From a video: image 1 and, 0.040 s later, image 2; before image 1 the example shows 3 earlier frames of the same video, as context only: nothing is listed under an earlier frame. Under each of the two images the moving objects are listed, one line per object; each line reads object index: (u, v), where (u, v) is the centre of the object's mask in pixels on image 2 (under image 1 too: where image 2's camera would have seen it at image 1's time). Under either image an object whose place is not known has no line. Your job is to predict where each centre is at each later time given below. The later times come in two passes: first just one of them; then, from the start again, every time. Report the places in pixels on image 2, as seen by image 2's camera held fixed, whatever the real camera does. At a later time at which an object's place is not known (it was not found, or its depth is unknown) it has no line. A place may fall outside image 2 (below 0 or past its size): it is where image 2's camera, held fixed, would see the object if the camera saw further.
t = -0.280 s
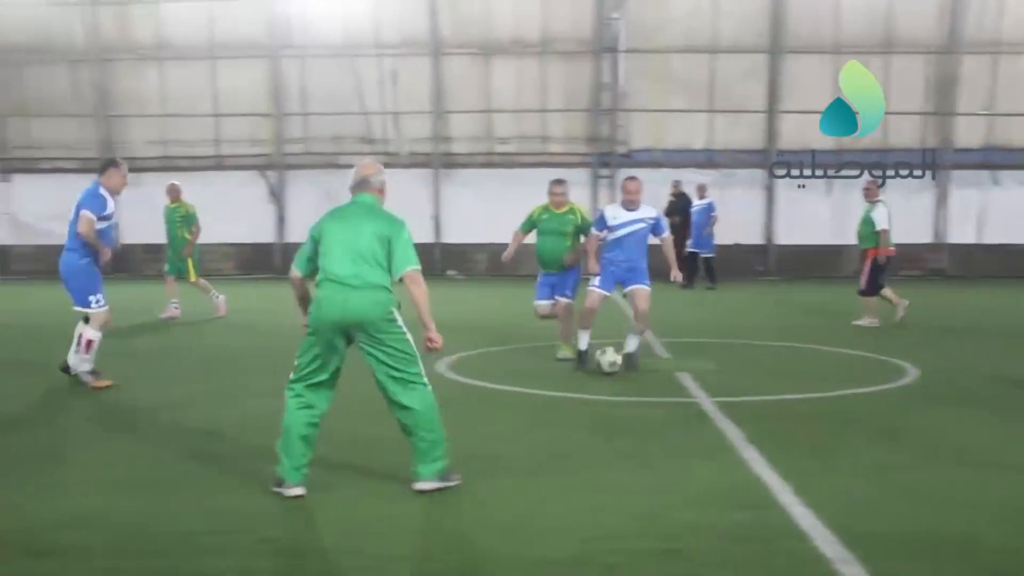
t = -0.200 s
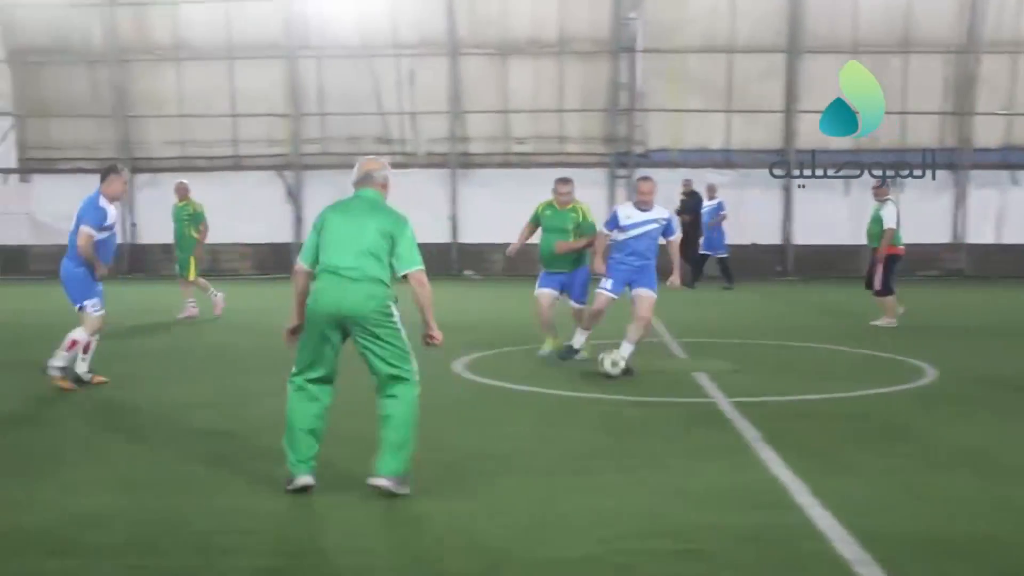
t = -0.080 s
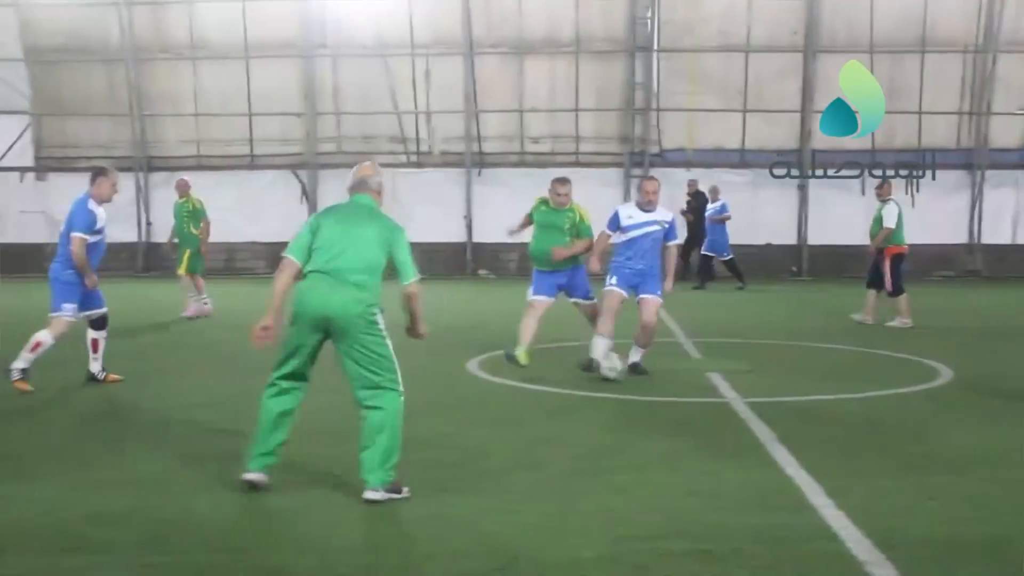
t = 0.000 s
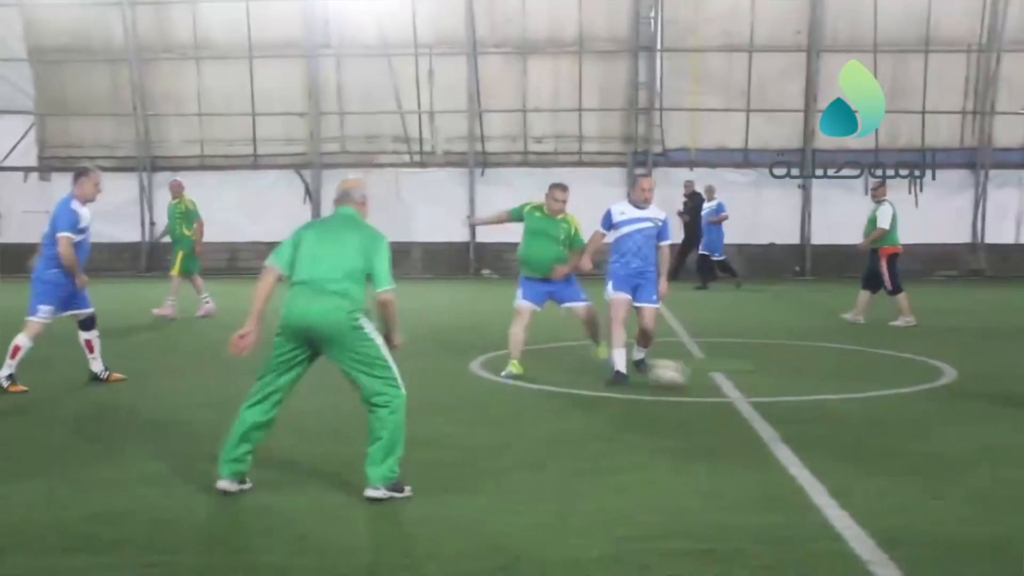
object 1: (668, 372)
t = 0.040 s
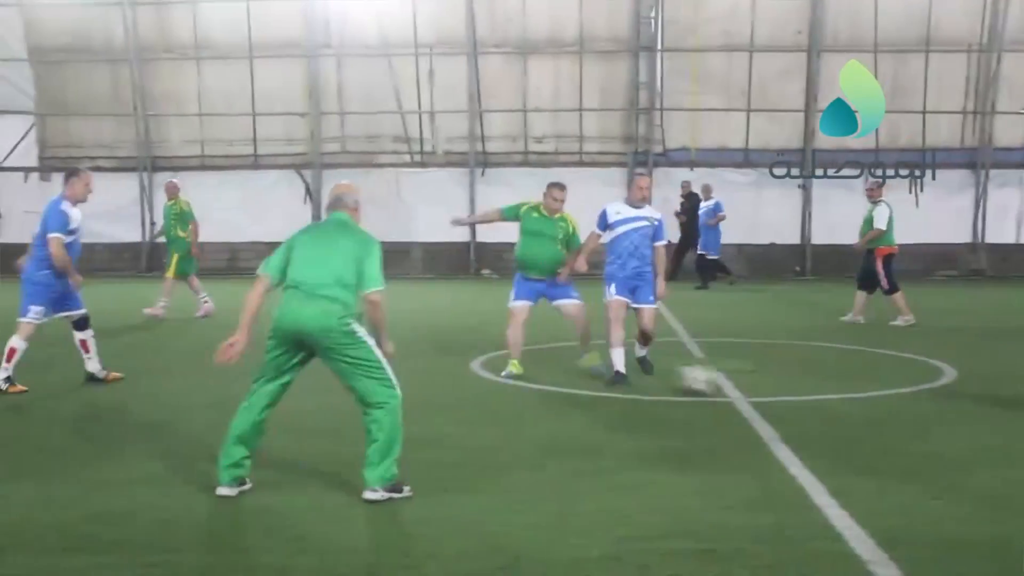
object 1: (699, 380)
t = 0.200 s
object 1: (816, 396)
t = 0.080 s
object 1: (728, 381)
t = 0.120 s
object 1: (756, 387)
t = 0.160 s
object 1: (787, 391)
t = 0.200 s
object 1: (816, 396)
